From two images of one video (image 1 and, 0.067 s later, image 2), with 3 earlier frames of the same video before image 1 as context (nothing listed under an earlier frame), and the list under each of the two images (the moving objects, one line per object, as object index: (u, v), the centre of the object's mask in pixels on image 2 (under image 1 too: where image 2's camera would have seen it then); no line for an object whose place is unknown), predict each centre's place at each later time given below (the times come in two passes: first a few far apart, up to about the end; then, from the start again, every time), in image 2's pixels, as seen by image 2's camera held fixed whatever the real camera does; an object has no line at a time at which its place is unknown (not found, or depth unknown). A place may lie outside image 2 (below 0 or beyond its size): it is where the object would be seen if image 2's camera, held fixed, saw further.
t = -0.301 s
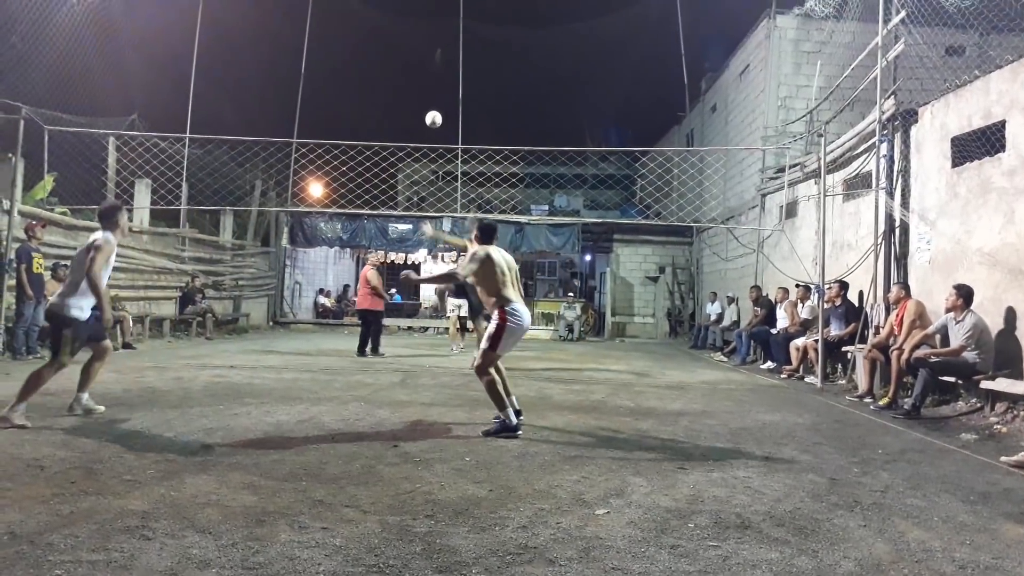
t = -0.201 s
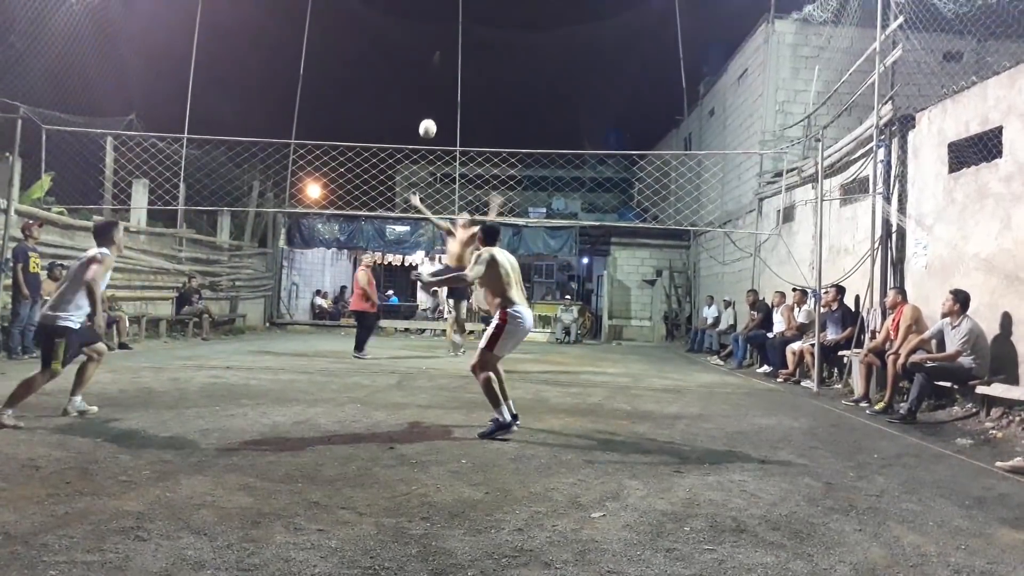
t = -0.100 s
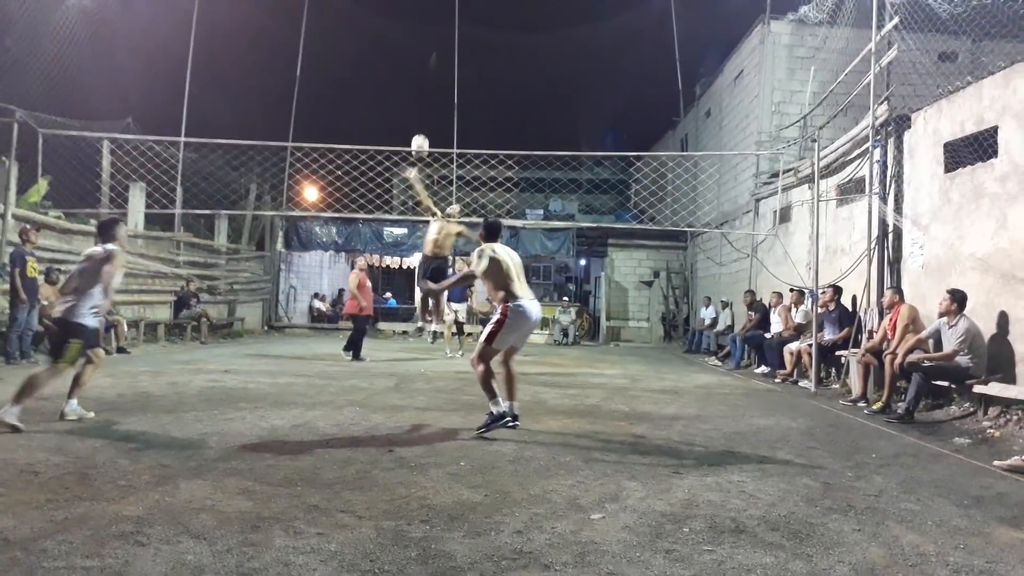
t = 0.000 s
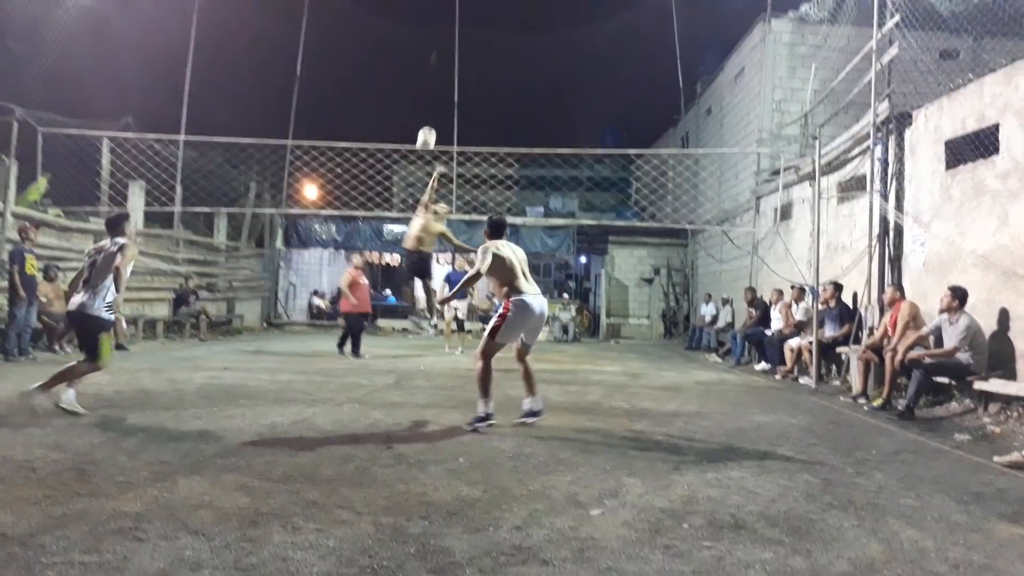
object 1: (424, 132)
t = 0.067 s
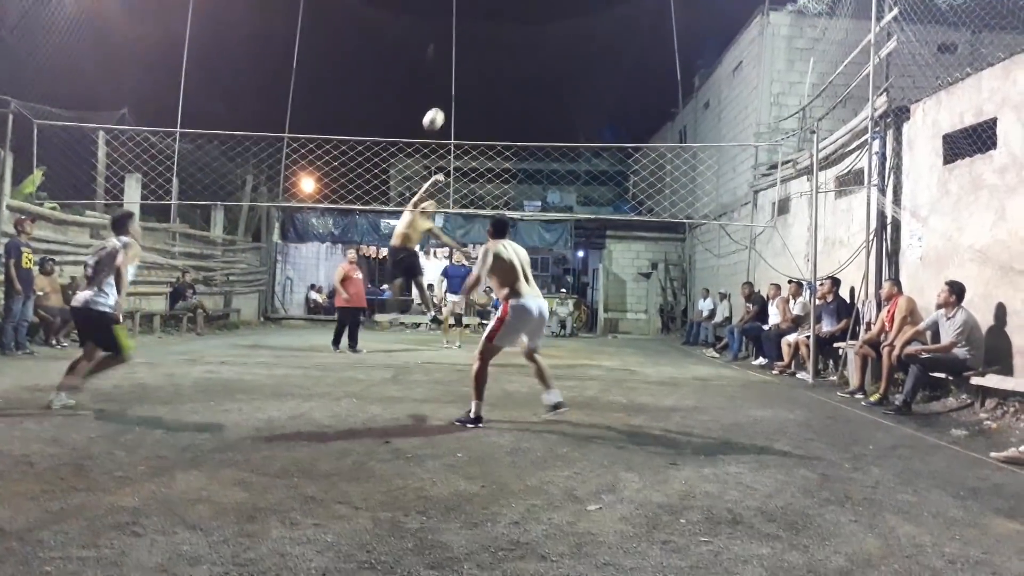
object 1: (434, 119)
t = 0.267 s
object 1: (467, 96)
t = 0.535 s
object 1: (517, 114)
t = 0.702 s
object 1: (553, 163)
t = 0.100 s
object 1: (439, 113)
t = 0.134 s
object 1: (444, 108)
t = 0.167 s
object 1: (450, 104)
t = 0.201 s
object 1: (456, 100)
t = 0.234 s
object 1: (461, 98)
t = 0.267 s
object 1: (467, 96)
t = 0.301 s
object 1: (473, 95)
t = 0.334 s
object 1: (479, 94)
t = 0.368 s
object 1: (485, 95)
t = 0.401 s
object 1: (490, 96)
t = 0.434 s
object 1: (496, 99)
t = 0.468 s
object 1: (504, 103)
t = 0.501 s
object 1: (510, 108)
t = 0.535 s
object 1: (517, 114)
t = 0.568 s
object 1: (523, 121)
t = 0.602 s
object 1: (530, 130)
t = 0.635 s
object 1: (538, 140)
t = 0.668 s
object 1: (545, 150)
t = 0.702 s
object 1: (553, 163)
